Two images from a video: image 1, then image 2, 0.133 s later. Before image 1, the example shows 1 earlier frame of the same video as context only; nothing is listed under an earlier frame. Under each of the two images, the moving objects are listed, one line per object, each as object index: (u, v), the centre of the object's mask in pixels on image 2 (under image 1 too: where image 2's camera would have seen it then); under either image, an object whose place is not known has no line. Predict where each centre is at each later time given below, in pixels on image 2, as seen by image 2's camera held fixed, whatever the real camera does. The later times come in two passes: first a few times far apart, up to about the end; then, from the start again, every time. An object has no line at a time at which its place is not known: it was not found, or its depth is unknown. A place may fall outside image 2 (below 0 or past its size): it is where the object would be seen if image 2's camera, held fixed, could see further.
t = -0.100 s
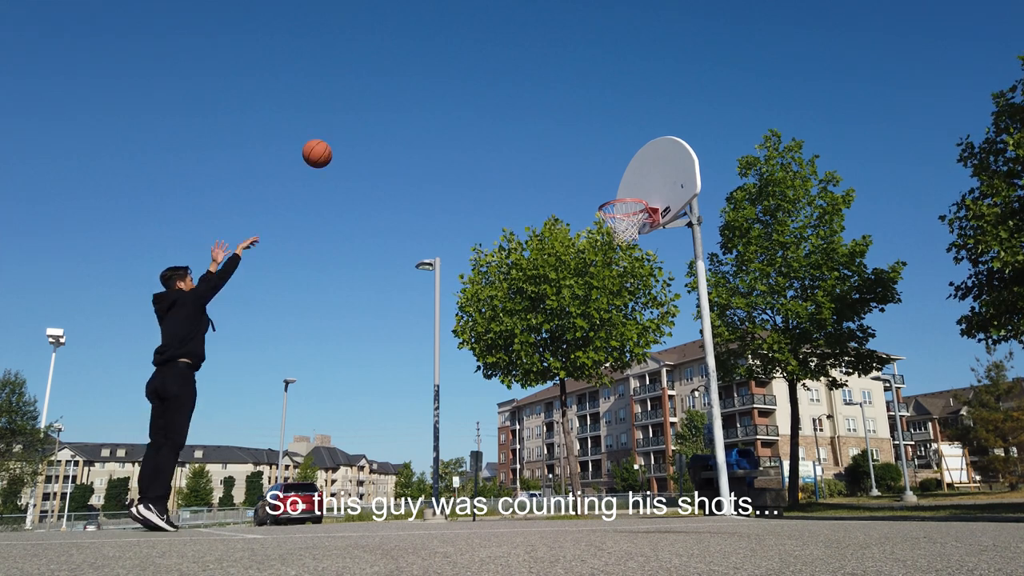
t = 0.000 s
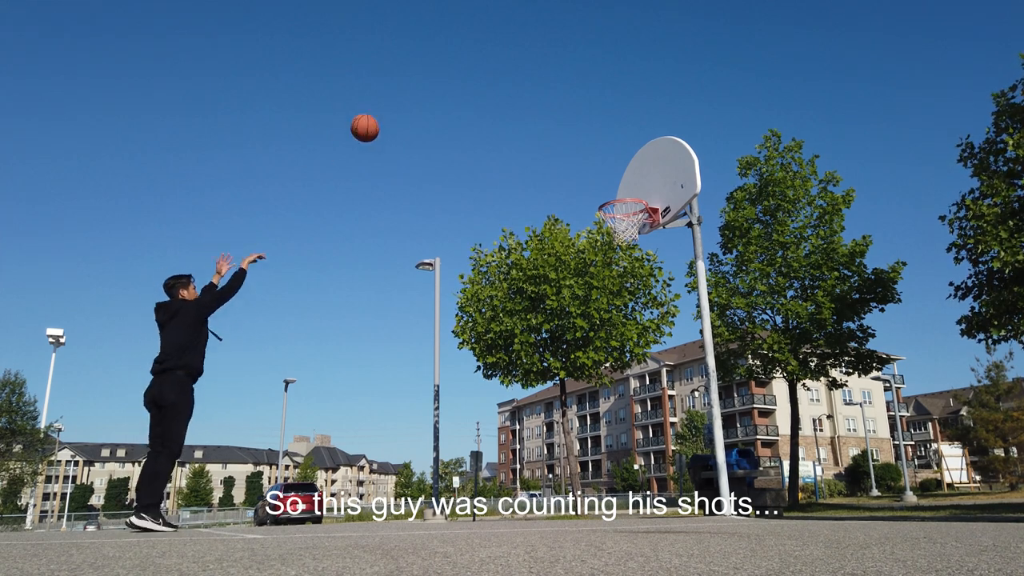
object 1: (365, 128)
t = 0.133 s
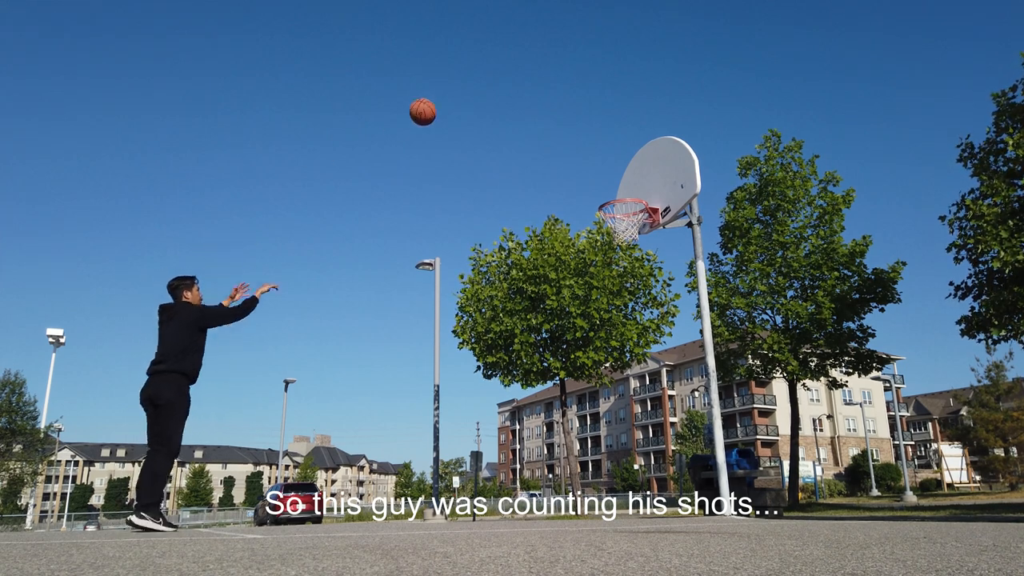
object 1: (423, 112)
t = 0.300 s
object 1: (488, 116)
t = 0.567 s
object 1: (584, 174)
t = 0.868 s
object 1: (642, 184)
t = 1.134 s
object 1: (616, 173)
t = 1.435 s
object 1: (587, 207)
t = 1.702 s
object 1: (561, 298)
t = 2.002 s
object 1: (529, 494)
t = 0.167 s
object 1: (436, 110)
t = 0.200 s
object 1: (450, 110)
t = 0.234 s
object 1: (463, 111)
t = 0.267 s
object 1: (475, 113)
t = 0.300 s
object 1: (488, 116)
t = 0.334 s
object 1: (500, 120)
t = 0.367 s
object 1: (513, 125)
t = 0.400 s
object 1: (525, 131)
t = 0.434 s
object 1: (537, 137)
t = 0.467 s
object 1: (549, 145)
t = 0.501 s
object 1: (561, 154)
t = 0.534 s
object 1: (572, 164)
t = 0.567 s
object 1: (584, 174)
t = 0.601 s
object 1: (596, 186)
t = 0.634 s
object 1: (606, 194)
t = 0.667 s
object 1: (613, 192)
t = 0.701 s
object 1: (621, 191)
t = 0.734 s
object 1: (629, 192)
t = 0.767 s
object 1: (637, 193)
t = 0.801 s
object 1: (642, 192)
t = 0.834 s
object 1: (645, 189)
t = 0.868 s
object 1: (642, 184)
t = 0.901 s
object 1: (638, 179)
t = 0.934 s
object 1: (635, 175)
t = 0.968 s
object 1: (631, 172)
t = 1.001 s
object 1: (628, 170)
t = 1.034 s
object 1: (625, 169)
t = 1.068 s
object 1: (622, 170)
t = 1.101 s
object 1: (619, 171)
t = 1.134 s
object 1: (616, 173)
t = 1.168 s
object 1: (613, 176)
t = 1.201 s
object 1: (610, 181)
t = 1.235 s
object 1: (606, 186)
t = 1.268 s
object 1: (603, 191)
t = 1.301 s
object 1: (600, 192)
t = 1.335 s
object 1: (597, 194)
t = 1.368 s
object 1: (593, 197)
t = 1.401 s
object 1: (590, 202)
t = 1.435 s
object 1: (587, 207)
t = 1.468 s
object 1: (583, 214)
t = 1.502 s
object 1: (580, 222)
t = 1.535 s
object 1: (577, 230)
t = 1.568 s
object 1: (574, 242)
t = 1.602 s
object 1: (570, 253)
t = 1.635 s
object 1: (568, 266)
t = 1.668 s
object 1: (563, 281)
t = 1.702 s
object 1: (561, 298)
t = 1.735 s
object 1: (557, 316)
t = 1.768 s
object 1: (554, 335)
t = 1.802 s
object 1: (550, 357)
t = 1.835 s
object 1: (547, 381)
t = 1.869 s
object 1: (543, 406)
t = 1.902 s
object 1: (539, 434)
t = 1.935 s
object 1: (535, 464)
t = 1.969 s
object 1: (531, 497)
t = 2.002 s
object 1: (529, 494)
